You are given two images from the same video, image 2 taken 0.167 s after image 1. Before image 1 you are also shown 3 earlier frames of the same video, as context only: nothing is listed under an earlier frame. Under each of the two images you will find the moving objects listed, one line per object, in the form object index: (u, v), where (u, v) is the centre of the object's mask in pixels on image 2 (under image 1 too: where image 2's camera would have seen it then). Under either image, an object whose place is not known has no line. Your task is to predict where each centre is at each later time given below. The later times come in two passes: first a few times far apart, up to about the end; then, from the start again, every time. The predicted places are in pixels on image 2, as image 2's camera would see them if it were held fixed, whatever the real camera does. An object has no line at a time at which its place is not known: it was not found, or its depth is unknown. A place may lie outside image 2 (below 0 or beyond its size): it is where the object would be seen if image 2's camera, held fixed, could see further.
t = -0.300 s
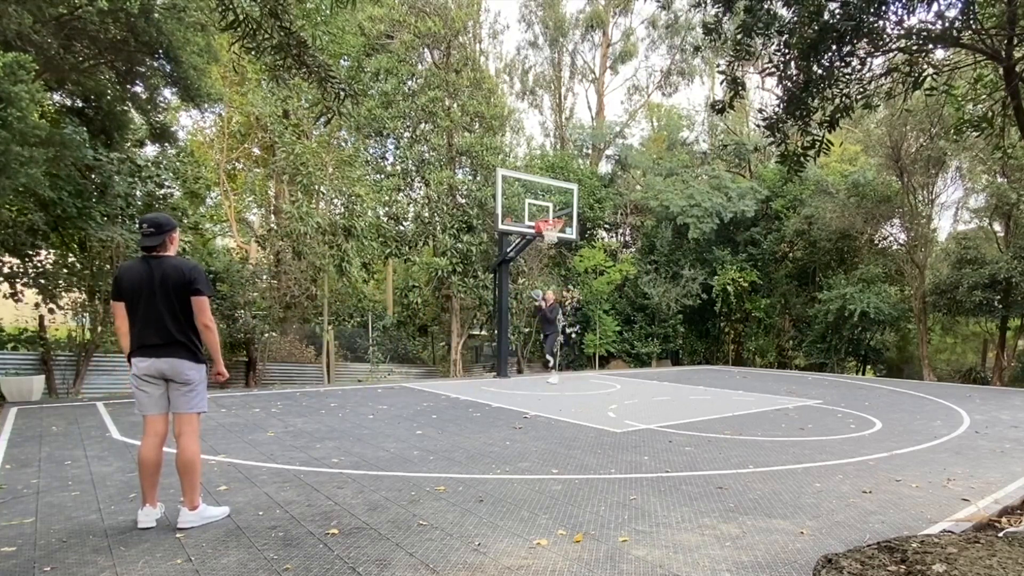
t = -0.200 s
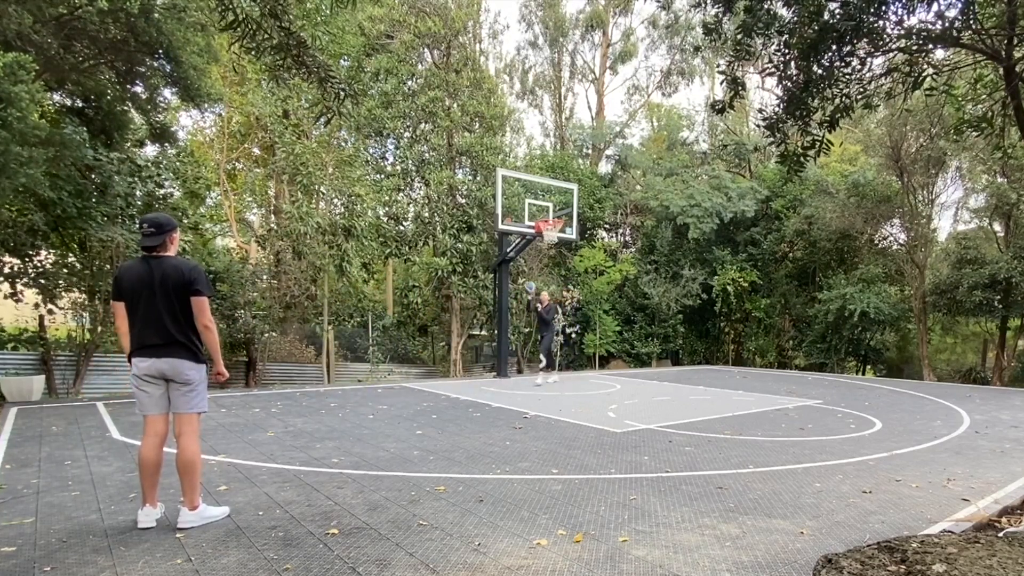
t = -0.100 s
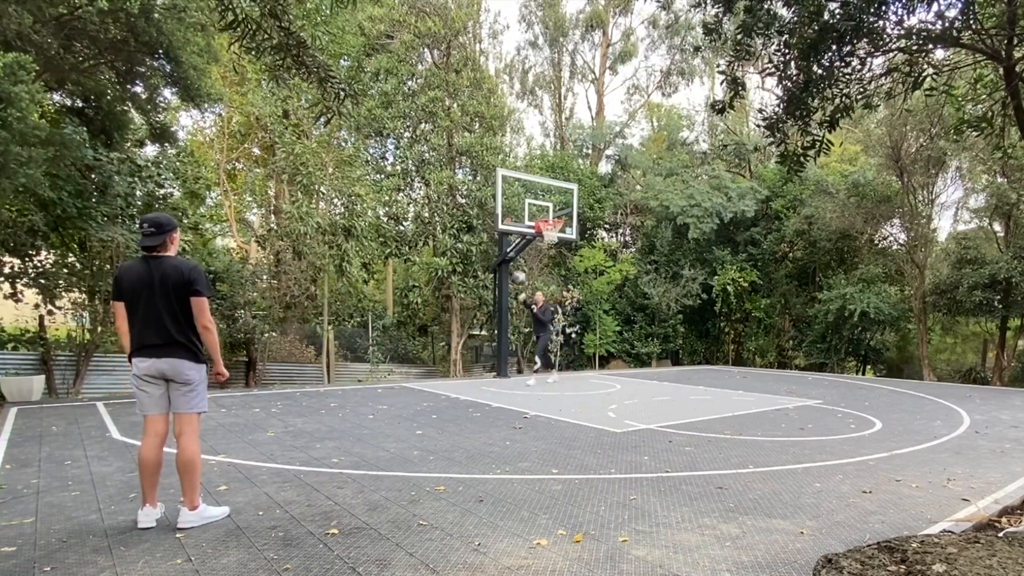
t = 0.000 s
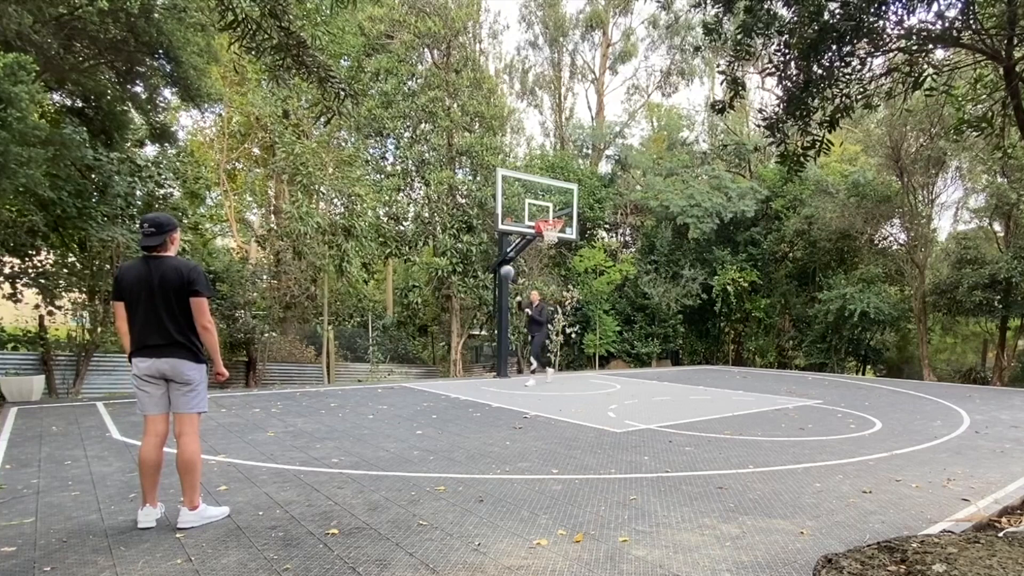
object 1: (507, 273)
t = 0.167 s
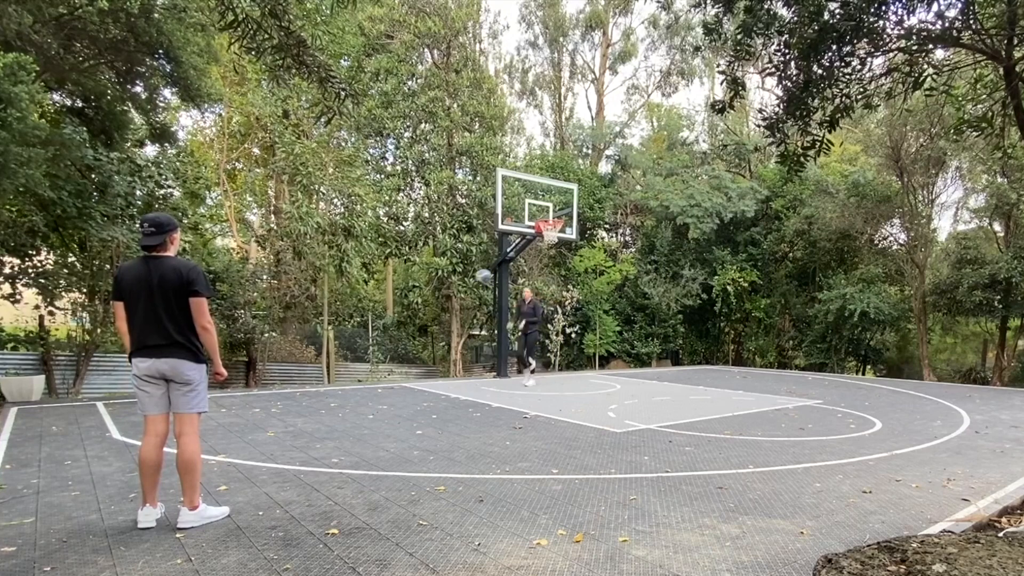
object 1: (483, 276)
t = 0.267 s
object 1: (466, 290)
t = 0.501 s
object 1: (417, 362)
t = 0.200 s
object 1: (479, 279)
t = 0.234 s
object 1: (472, 284)
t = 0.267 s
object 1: (466, 290)
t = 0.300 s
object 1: (460, 297)
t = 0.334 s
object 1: (453, 304)
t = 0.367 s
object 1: (446, 312)
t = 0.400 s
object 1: (441, 322)
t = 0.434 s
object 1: (433, 334)
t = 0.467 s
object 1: (425, 346)
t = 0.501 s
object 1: (417, 362)
